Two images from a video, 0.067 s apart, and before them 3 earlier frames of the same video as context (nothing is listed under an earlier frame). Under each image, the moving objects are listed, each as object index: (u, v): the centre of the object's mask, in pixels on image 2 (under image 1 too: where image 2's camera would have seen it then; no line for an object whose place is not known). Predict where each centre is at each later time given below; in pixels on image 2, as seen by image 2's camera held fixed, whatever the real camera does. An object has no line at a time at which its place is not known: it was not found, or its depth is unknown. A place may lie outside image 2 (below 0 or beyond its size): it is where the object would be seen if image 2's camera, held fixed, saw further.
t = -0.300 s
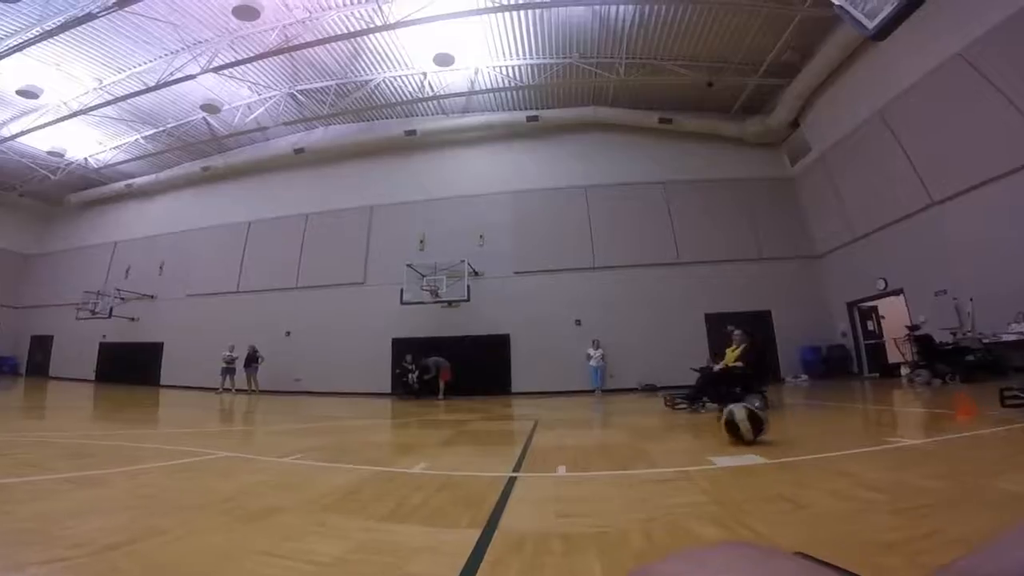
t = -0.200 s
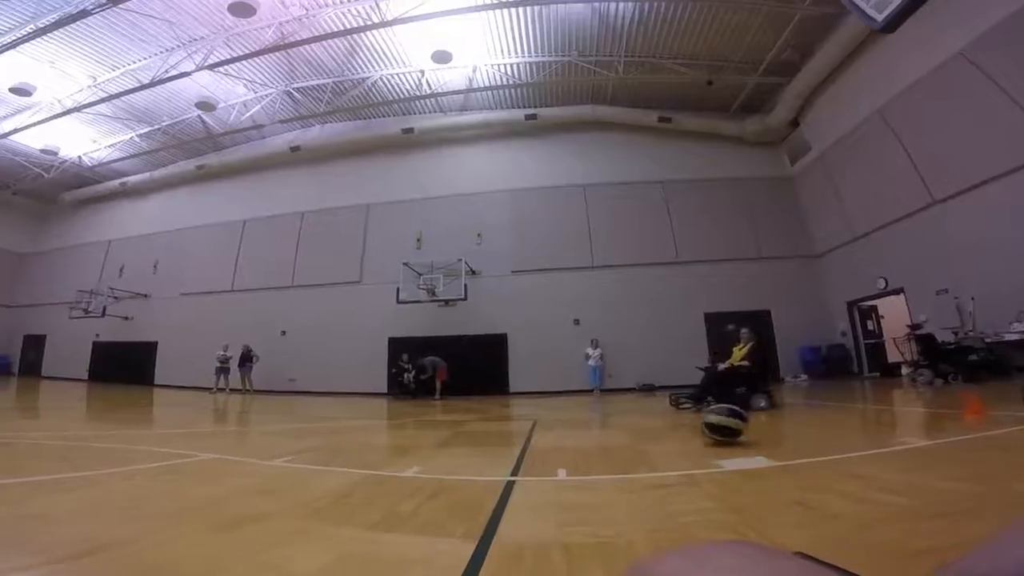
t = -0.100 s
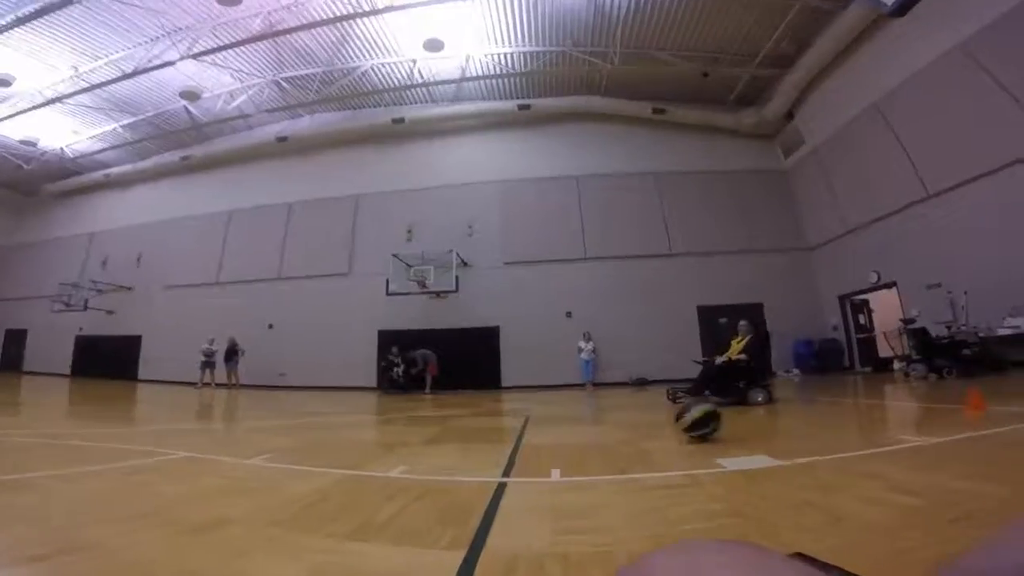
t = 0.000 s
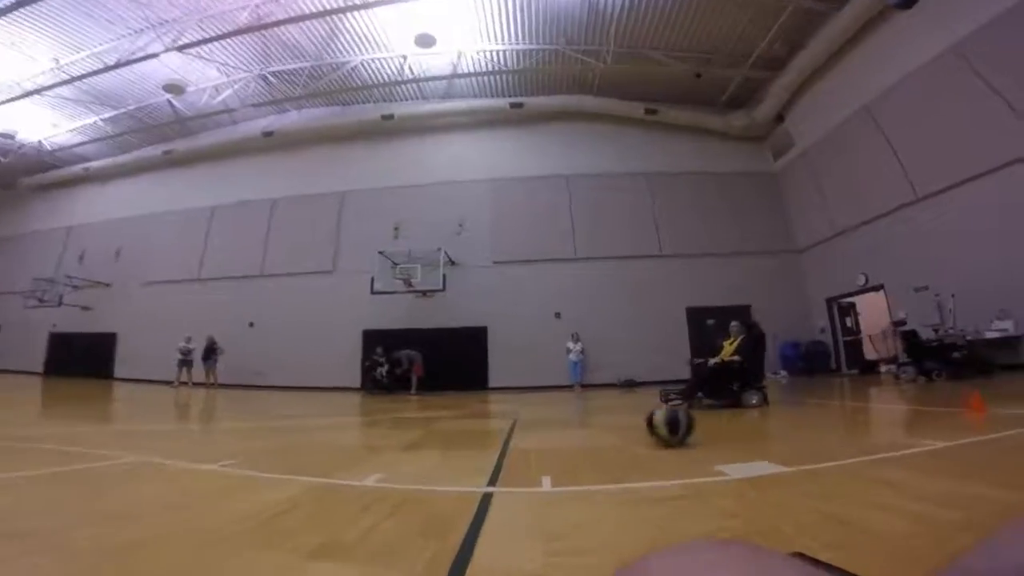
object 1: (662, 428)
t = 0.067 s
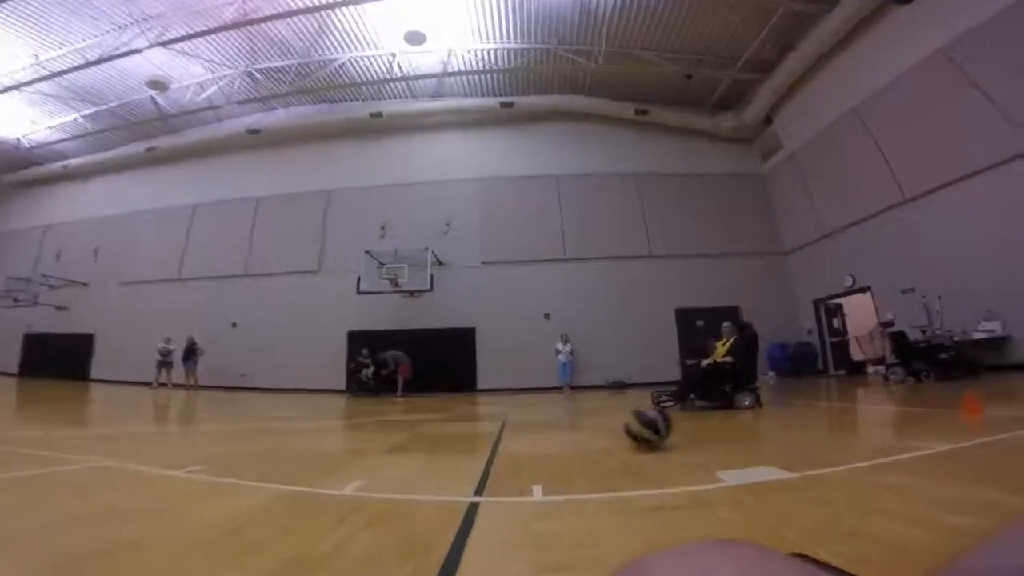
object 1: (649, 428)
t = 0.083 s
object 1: (644, 427)
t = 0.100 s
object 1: (641, 427)
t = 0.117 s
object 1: (638, 427)
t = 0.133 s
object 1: (635, 428)
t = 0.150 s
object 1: (631, 430)
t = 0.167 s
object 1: (628, 431)
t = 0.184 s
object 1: (624, 431)
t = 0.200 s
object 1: (621, 430)
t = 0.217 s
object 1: (617, 430)
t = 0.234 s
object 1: (614, 431)
